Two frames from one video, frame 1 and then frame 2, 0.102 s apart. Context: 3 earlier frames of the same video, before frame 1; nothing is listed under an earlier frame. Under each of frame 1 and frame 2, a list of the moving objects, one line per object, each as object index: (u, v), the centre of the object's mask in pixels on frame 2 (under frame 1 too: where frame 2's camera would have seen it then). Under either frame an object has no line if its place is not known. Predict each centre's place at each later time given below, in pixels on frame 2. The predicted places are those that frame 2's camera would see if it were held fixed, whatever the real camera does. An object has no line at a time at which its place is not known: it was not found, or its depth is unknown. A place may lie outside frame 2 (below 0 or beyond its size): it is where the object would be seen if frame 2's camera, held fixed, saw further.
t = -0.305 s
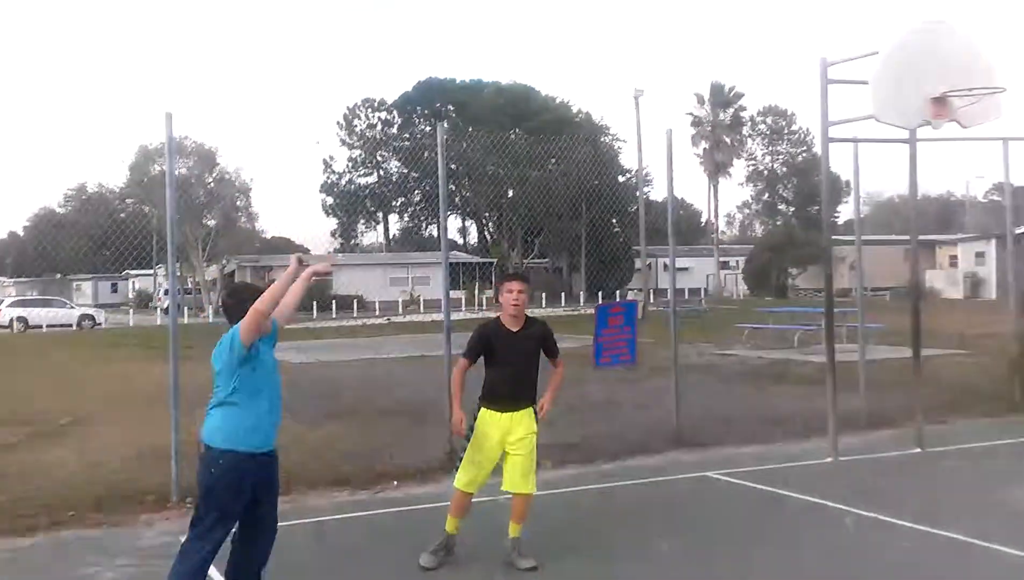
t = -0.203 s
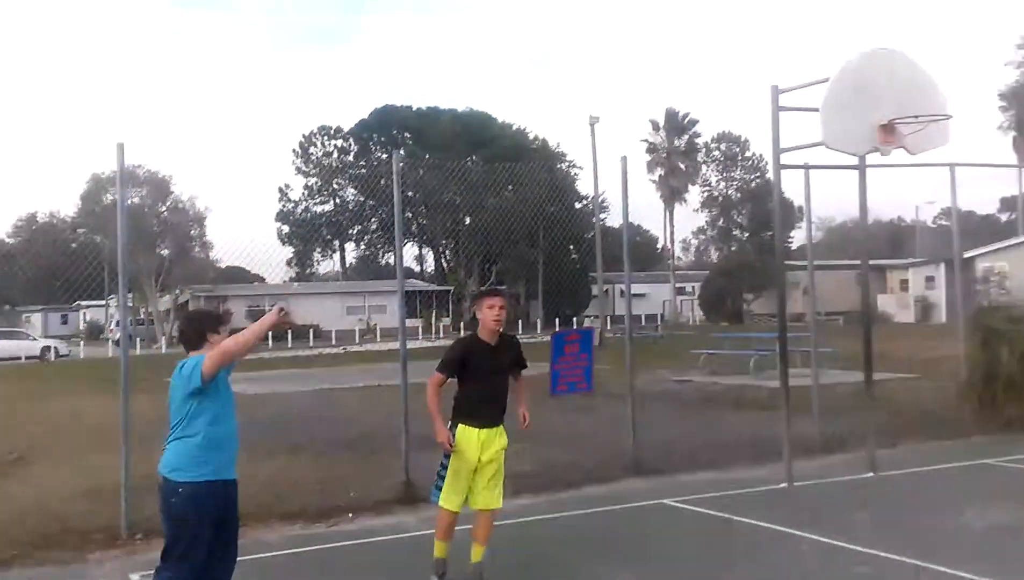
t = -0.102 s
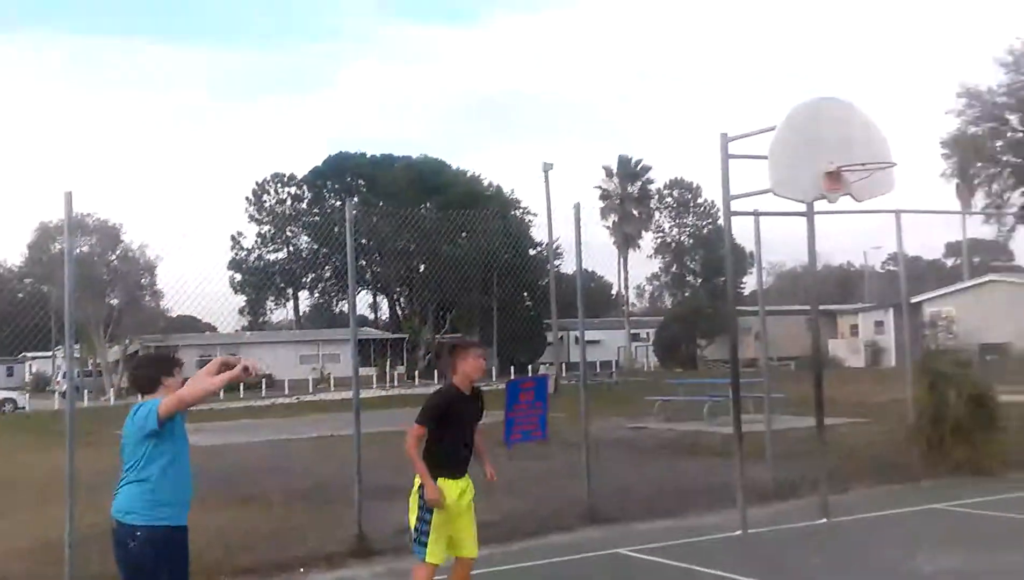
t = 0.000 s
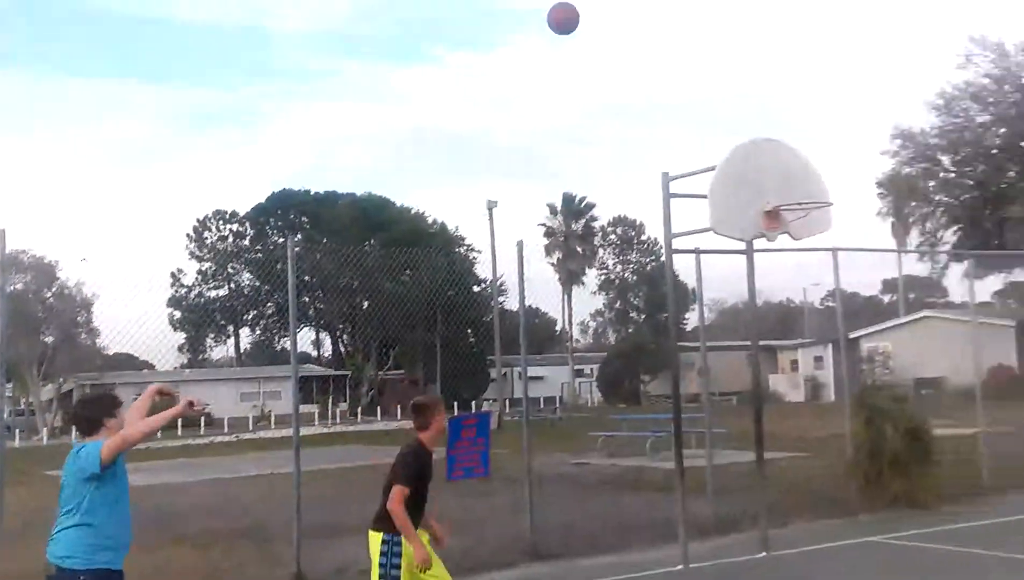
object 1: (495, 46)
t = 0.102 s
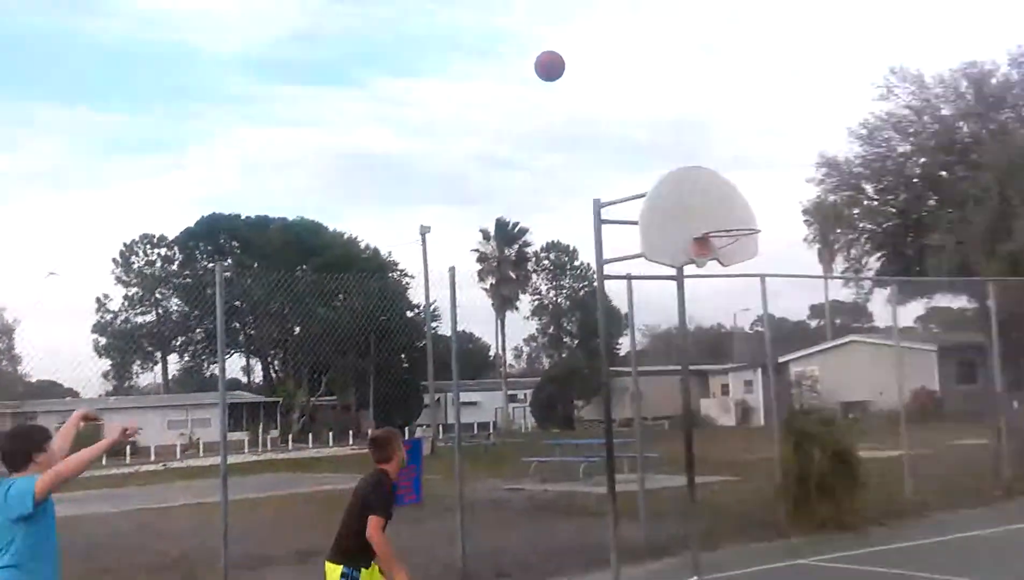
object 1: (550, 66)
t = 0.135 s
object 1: (568, 75)
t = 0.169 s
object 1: (585, 85)
